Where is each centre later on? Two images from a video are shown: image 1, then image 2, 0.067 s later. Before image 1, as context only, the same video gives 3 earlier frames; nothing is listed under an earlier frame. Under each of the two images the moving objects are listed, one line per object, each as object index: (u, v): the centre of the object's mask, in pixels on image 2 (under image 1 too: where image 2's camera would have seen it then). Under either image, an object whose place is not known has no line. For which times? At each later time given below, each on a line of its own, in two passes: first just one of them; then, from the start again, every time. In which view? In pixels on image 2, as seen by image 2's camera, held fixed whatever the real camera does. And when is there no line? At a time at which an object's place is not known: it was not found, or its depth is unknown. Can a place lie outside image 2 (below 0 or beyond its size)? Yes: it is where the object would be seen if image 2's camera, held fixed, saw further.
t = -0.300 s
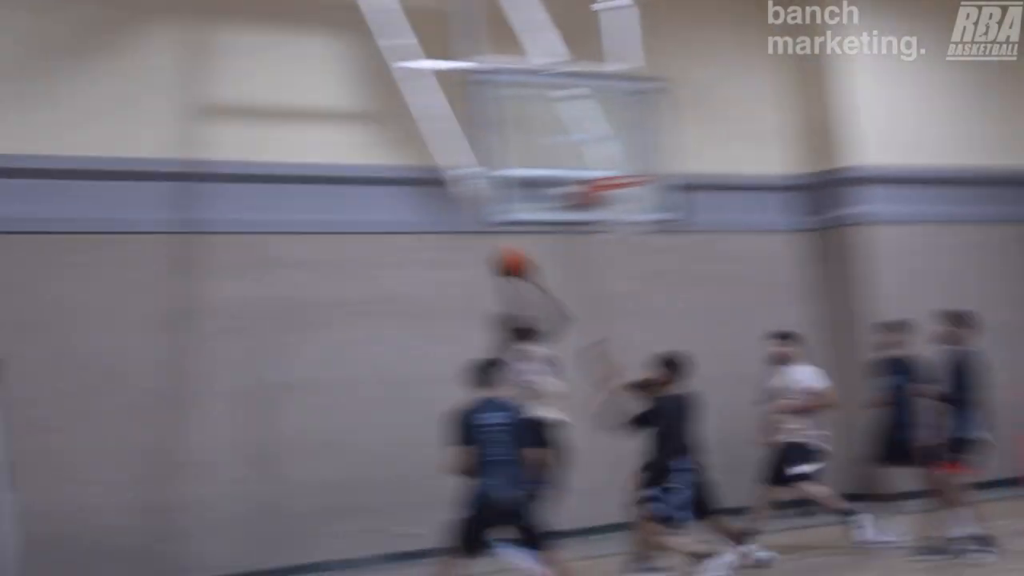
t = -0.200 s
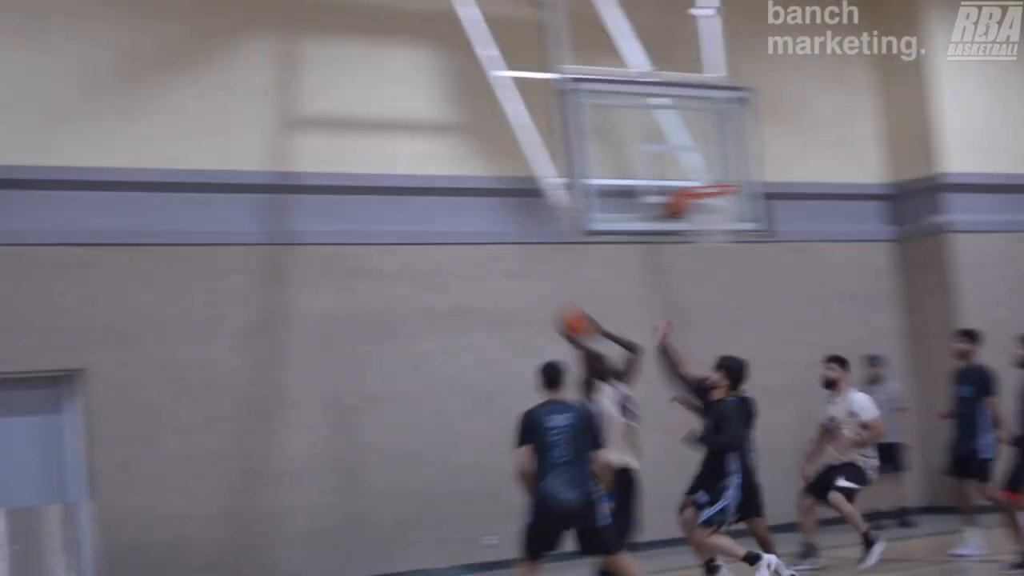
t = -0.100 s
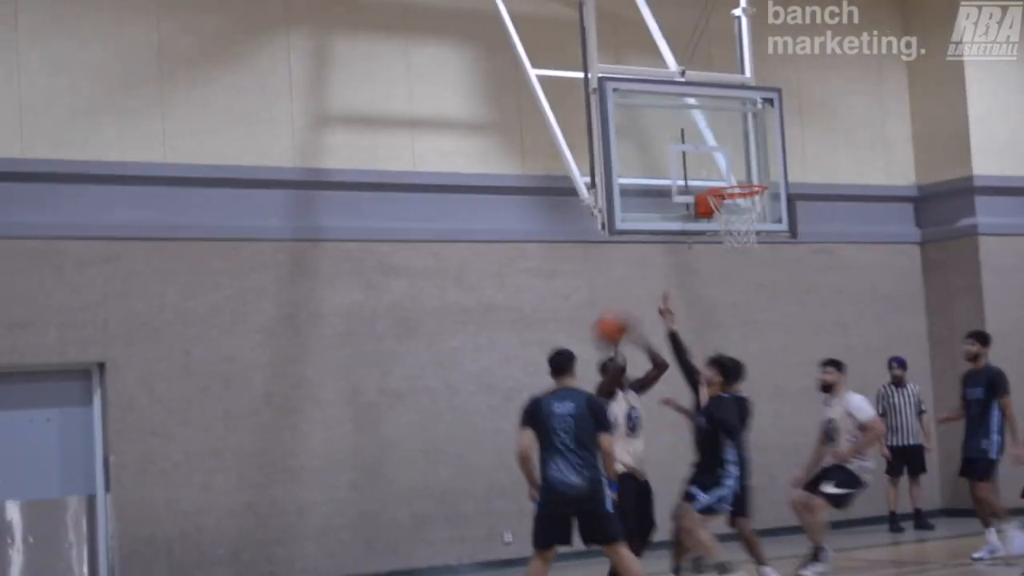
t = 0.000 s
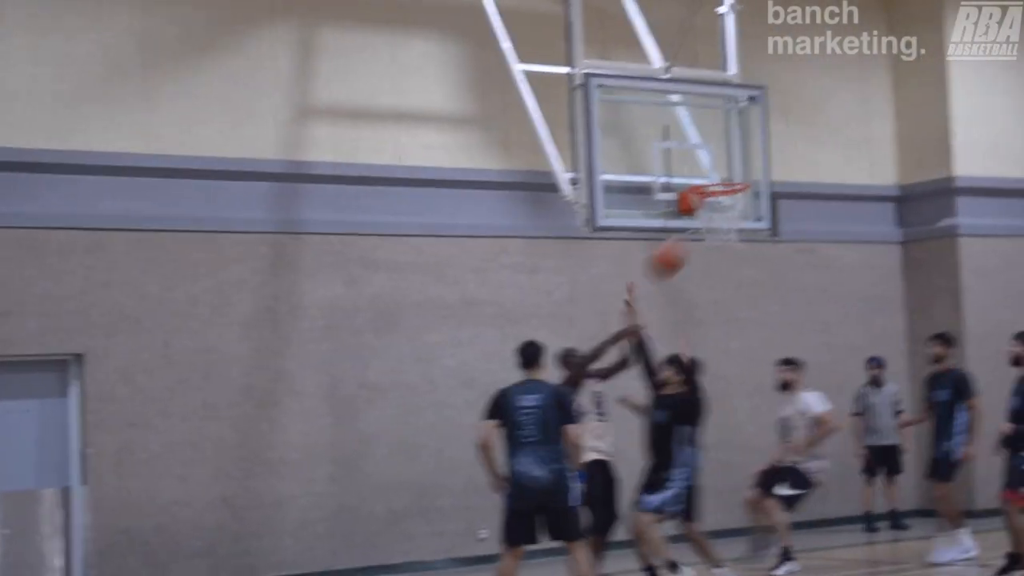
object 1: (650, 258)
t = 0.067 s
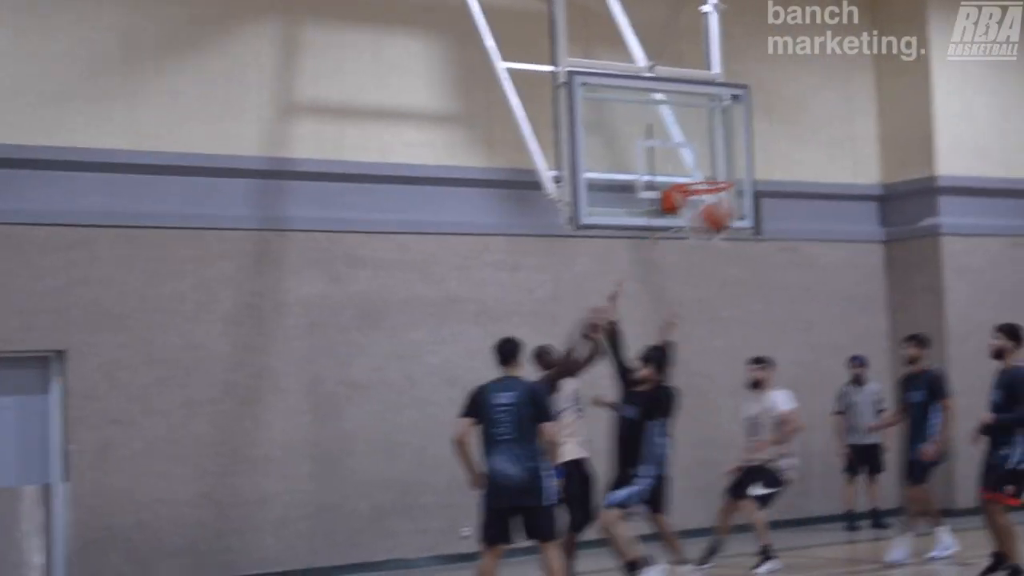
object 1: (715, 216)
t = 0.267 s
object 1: (932, 121)
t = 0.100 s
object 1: (749, 198)
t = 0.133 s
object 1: (783, 180)
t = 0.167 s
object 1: (821, 162)
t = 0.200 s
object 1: (856, 148)
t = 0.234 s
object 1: (894, 134)
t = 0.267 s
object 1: (932, 121)
